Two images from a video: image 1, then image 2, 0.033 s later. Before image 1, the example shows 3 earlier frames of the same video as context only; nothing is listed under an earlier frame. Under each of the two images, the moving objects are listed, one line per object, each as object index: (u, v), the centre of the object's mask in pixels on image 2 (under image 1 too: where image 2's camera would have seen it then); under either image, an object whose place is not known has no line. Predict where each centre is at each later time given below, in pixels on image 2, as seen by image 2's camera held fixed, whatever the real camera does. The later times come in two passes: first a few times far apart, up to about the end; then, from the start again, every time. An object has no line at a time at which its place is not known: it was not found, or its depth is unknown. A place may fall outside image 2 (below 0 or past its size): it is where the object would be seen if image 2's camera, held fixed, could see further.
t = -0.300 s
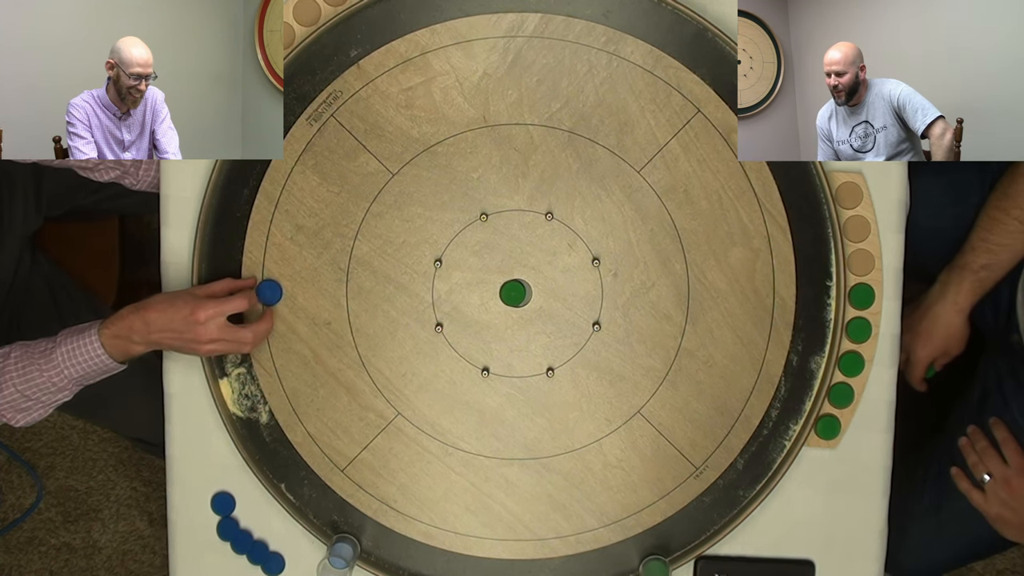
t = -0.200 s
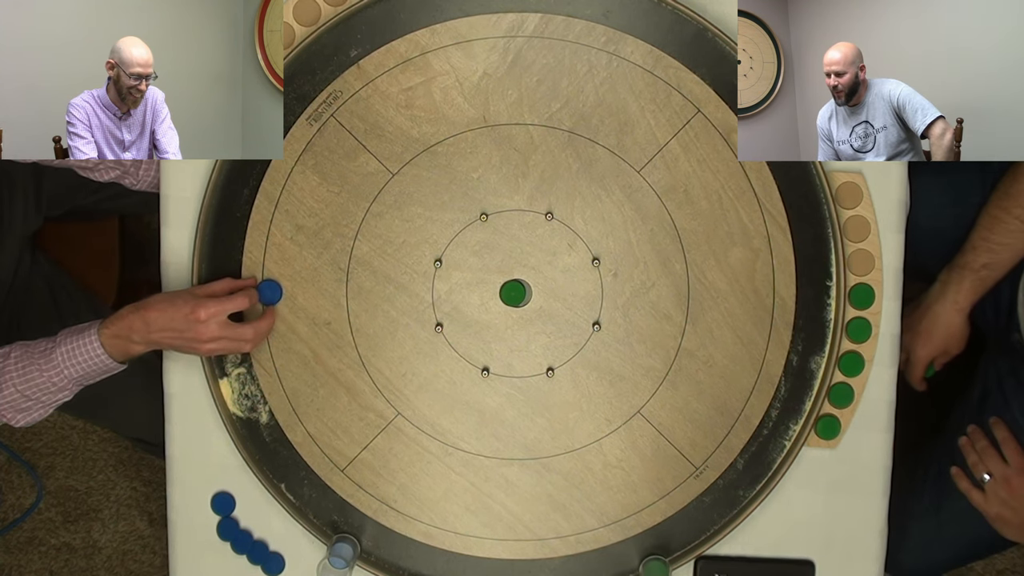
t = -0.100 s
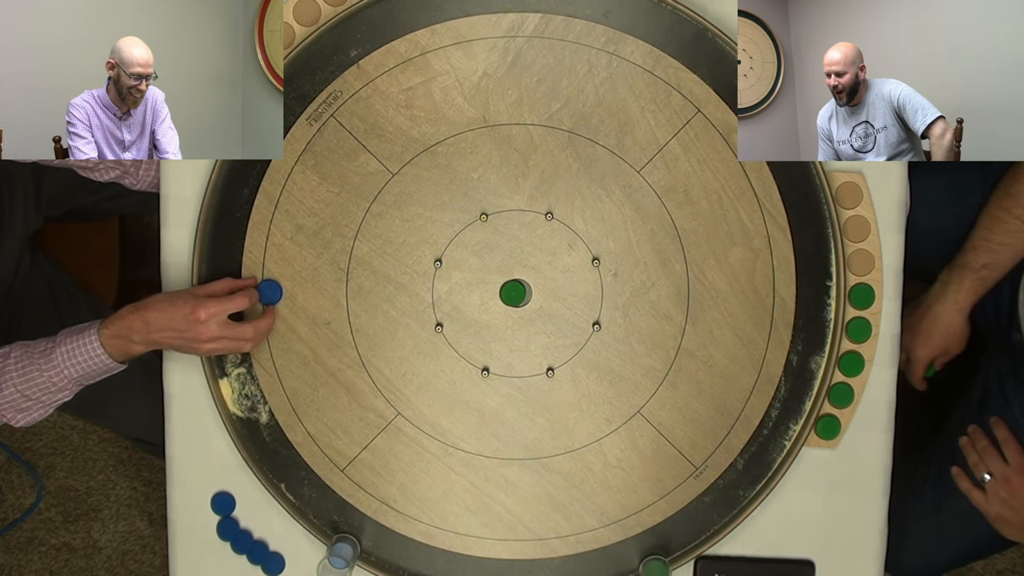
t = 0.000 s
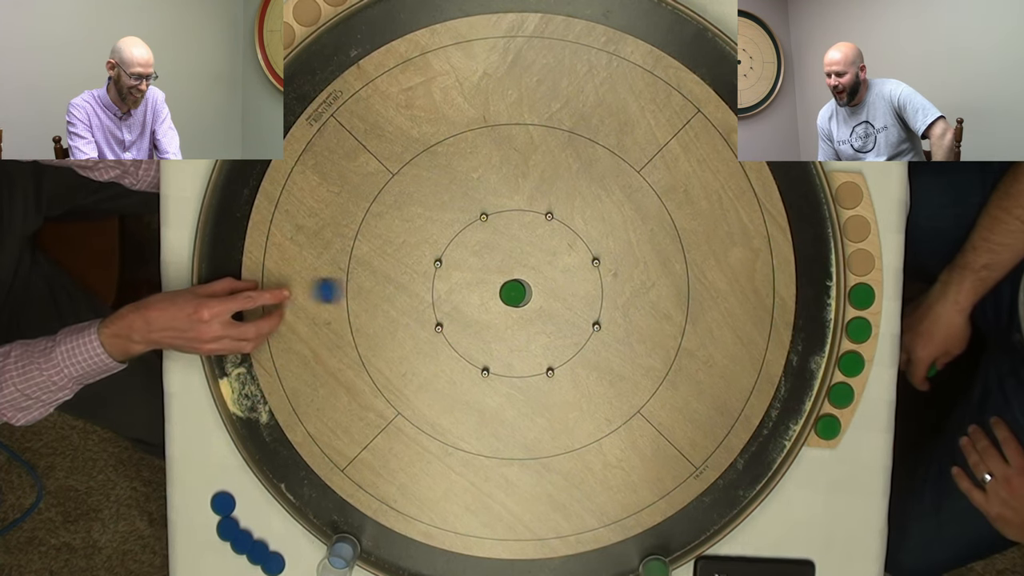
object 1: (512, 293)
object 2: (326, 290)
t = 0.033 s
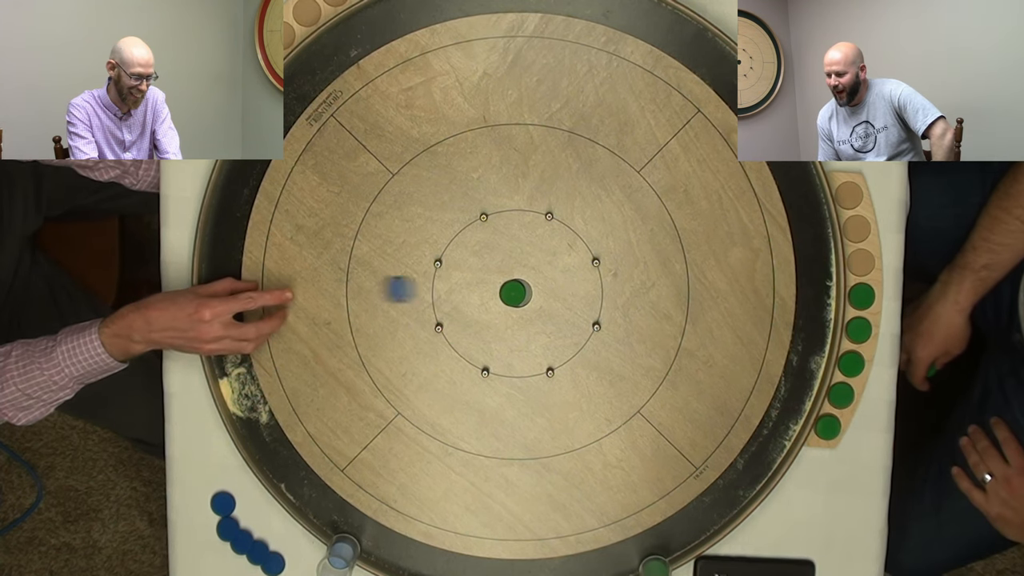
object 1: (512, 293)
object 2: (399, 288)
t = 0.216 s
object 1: (487, 214)
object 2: (502, 233)
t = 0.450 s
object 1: (461, 74)
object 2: (508, 189)
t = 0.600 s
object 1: (455, 8)
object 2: (508, 189)
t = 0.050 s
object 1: (512, 293)
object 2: (435, 288)
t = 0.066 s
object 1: (512, 293)
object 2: (469, 288)
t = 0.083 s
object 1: (515, 291)
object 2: (489, 285)
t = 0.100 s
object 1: (510, 279)
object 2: (492, 278)
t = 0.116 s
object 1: (508, 272)
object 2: (493, 270)
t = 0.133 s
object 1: (505, 264)
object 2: (493, 264)
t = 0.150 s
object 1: (500, 252)
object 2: (496, 263)
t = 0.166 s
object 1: (496, 243)
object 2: (500, 256)
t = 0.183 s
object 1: (493, 234)
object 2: (501, 247)
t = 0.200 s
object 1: (490, 224)
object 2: (501, 239)
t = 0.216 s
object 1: (487, 214)
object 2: (502, 233)
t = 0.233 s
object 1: (483, 203)
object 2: (503, 227)
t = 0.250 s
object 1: (480, 192)
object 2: (504, 222)
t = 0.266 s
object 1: (477, 181)
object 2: (505, 217)
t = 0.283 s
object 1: (474, 171)
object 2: (506, 213)
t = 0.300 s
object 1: (471, 161)
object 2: (506, 209)
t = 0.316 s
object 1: (469, 151)
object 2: (507, 205)
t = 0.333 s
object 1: (467, 141)
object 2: (507, 201)
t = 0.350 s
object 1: (467, 132)
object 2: (508, 199)
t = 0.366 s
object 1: (465, 122)
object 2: (508, 196)
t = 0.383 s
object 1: (464, 113)
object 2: (508, 194)
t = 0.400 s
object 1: (463, 103)
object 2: (508, 192)
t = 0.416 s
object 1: (463, 94)
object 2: (508, 191)
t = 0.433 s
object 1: (462, 84)
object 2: (508, 190)
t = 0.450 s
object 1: (461, 74)
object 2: (508, 189)
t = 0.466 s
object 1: (461, 66)
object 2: (508, 189)
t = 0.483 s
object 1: (461, 56)
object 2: (508, 188)
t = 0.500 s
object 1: (461, 48)
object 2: (508, 188)
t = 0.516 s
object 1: (459, 40)
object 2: (508, 188)
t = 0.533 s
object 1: (458, 33)
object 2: (508, 188)
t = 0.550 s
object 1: (457, 24)
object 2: (508, 188)
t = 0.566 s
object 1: (455, 16)
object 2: (508, 188)
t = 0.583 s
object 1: (455, 10)
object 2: (508, 188)
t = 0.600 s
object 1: (455, 8)
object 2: (508, 189)
